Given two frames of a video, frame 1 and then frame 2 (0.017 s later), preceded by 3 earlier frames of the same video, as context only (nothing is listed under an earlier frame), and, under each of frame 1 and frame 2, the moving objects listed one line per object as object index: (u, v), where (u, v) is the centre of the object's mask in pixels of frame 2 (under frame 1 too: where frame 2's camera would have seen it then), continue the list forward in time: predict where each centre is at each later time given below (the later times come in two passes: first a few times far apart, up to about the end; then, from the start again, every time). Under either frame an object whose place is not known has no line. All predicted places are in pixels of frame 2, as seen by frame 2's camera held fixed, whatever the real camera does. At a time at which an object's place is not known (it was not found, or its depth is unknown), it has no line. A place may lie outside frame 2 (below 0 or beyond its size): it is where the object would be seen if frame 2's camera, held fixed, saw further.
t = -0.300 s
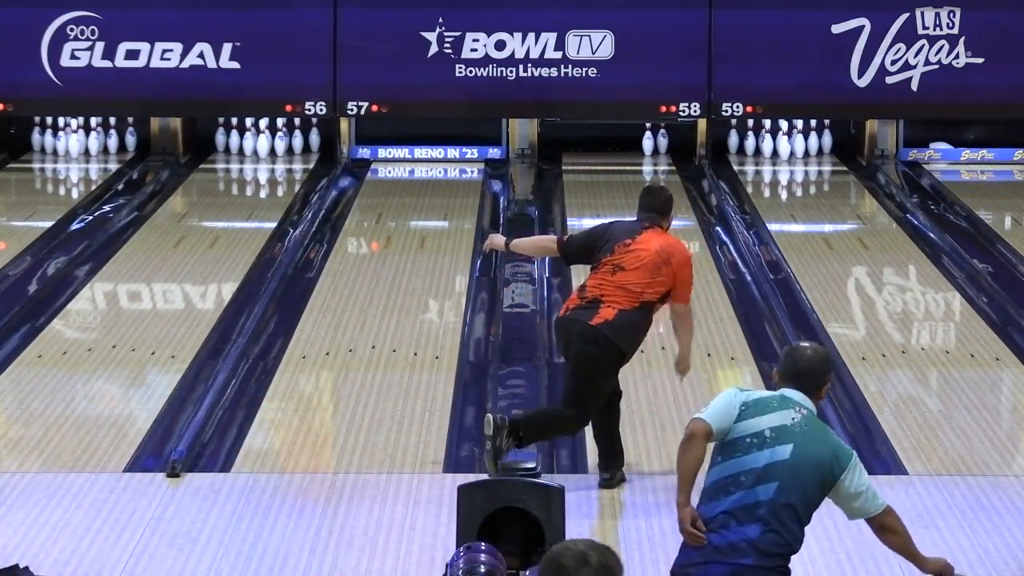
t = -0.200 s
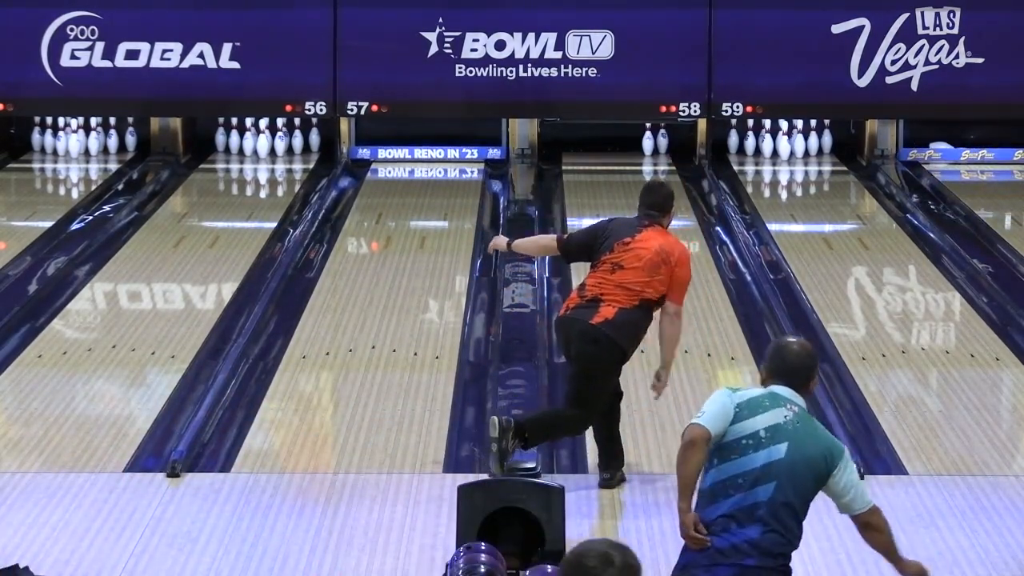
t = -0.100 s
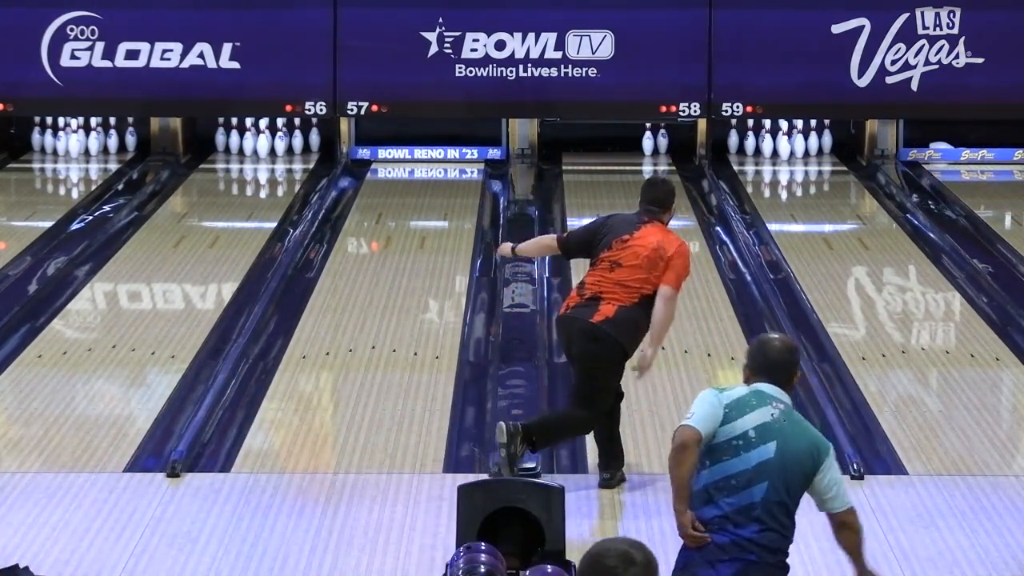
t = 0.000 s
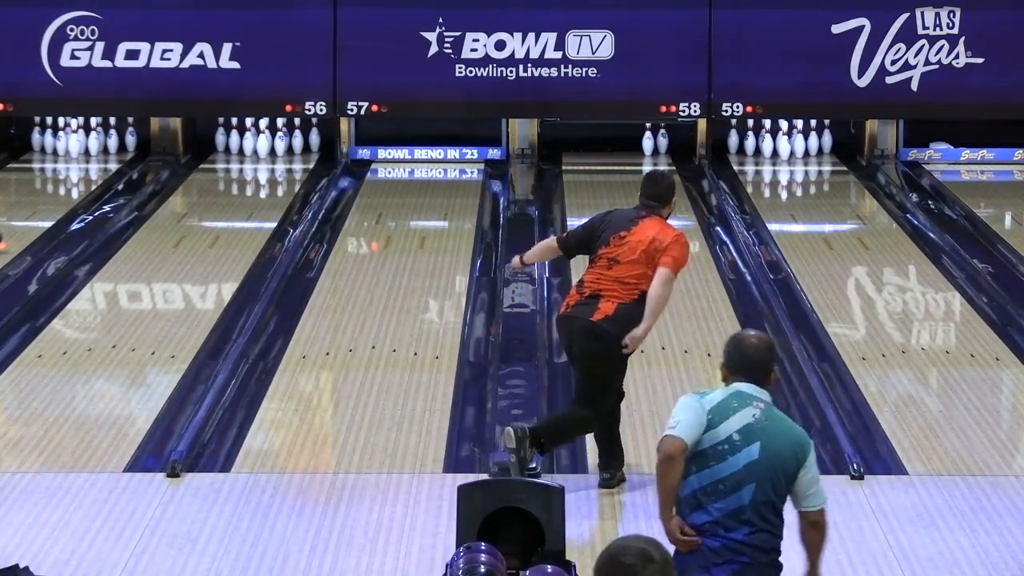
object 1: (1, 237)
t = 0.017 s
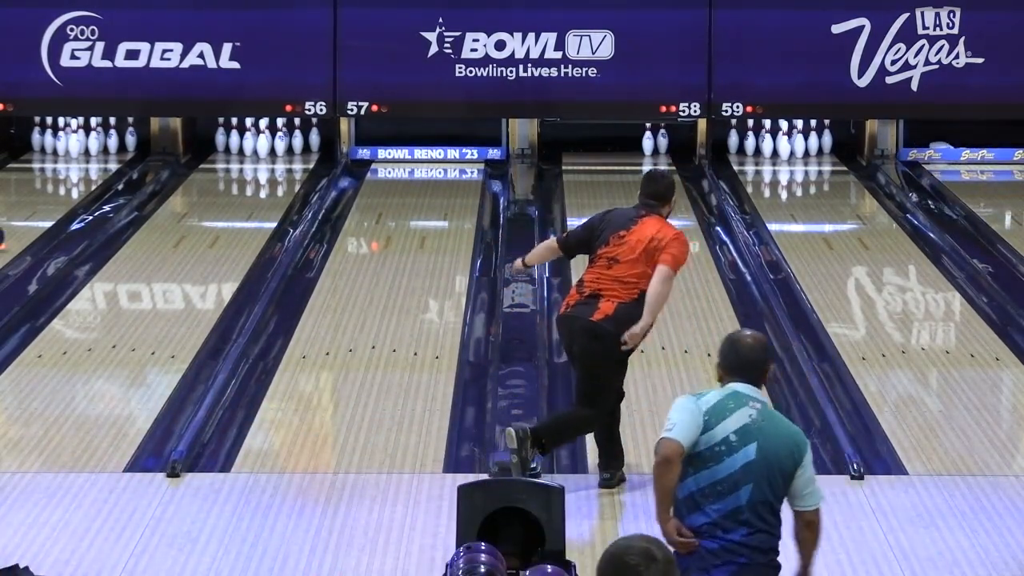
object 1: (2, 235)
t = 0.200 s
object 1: (16, 219)
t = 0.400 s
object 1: (41, 201)
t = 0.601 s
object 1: (60, 186)
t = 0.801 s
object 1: (75, 170)
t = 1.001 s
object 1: (83, 159)
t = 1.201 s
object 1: (85, 149)
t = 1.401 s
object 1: (98, 142)
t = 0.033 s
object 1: (2, 234)
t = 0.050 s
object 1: (4, 233)
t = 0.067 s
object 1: (5, 231)
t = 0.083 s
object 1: (6, 230)
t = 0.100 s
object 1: (7, 228)
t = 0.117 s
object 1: (8, 227)
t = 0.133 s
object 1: (9, 225)
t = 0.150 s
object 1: (10, 224)
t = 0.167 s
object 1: (12, 222)
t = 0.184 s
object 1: (14, 220)
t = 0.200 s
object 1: (16, 219)
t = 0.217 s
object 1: (18, 217)
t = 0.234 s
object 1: (20, 216)
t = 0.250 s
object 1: (22, 214)
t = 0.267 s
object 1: (25, 212)
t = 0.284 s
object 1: (27, 211)
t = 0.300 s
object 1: (29, 210)
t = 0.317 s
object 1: (31, 208)
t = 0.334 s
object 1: (33, 207)
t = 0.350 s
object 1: (35, 206)
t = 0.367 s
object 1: (37, 204)
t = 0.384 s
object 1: (39, 203)
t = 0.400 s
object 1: (41, 201)
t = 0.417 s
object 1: (43, 200)
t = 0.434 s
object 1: (45, 198)
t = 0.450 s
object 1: (46, 197)
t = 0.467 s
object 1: (48, 196)
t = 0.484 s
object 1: (50, 194)
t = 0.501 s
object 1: (51, 193)
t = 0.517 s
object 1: (53, 192)
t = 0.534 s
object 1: (55, 191)
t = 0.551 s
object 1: (56, 190)
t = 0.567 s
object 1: (58, 188)
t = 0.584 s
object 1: (59, 186)
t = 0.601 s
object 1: (60, 186)
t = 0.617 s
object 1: (62, 184)
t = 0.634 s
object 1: (63, 183)
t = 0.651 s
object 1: (65, 182)
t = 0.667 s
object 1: (66, 181)
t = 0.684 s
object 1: (67, 179)
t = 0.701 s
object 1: (68, 178)
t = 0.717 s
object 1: (70, 177)
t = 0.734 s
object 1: (70, 176)
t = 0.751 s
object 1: (72, 174)
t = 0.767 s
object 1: (73, 172)
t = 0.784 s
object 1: (74, 171)
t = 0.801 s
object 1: (75, 170)
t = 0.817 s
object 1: (76, 170)
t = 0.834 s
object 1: (76, 169)
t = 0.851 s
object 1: (77, 168)
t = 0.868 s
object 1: (78, 167)
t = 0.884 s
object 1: (78, 166)
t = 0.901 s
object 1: (79, 165)
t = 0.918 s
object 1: (80, 164)
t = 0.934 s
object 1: (80, 163)
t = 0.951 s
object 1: (81, 162)
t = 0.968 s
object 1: (82, 161)
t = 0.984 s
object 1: (82, 160)
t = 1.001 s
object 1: (83, 159)
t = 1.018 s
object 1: (83, 159)
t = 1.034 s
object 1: (84, 158)
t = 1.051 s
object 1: (84, 157)
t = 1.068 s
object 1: (84, 155)
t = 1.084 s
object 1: (84, 154)
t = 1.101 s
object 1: (85, 154)
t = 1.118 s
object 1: (85, 153)
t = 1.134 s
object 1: (85, 152)
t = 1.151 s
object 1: (85, 151)
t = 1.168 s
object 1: (85, 151)
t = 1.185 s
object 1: (85, 150)
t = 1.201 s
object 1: (85, 149)
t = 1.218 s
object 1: (86, 148)
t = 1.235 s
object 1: (86, 147)
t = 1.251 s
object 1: (87, 147)
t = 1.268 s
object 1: (89, 145)
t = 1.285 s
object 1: (90, 145)
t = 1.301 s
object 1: (91, 145)
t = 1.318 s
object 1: (92, 144)
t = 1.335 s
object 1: (94, 144)
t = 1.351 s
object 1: (95, 143)
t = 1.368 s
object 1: (95, 143)
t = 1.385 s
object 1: (97, 142)
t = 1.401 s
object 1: (98, 142)
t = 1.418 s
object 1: (99, 141)
